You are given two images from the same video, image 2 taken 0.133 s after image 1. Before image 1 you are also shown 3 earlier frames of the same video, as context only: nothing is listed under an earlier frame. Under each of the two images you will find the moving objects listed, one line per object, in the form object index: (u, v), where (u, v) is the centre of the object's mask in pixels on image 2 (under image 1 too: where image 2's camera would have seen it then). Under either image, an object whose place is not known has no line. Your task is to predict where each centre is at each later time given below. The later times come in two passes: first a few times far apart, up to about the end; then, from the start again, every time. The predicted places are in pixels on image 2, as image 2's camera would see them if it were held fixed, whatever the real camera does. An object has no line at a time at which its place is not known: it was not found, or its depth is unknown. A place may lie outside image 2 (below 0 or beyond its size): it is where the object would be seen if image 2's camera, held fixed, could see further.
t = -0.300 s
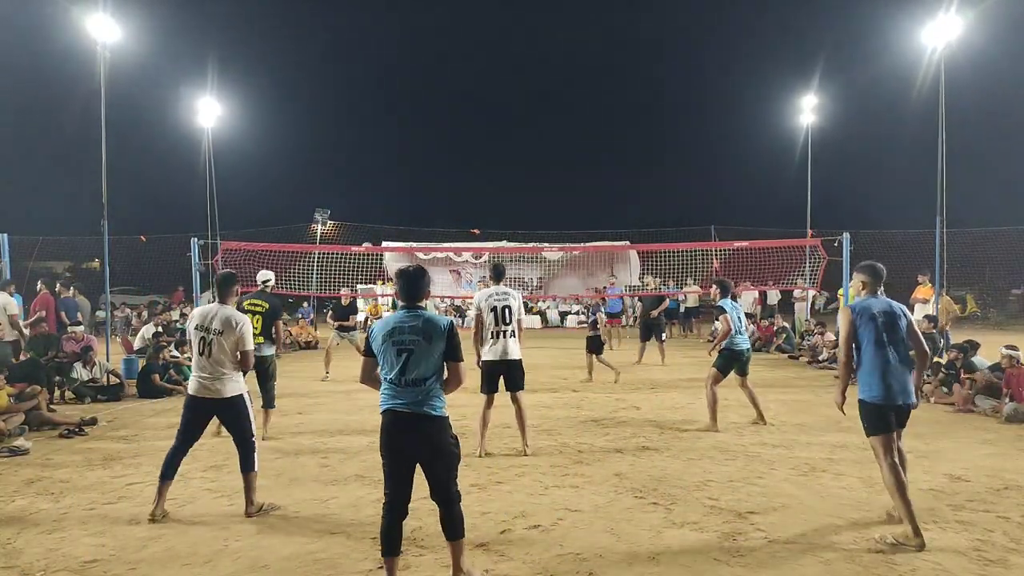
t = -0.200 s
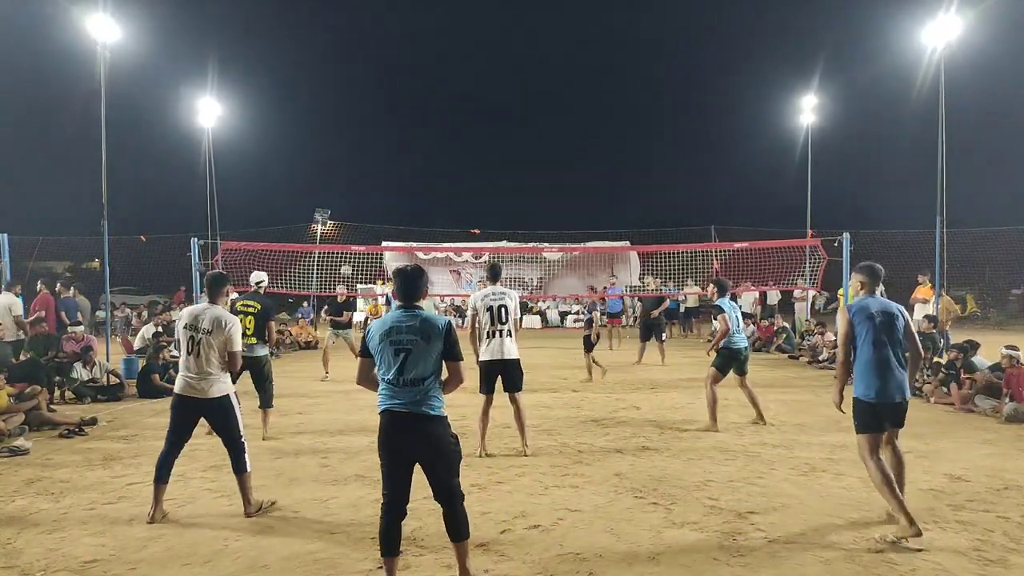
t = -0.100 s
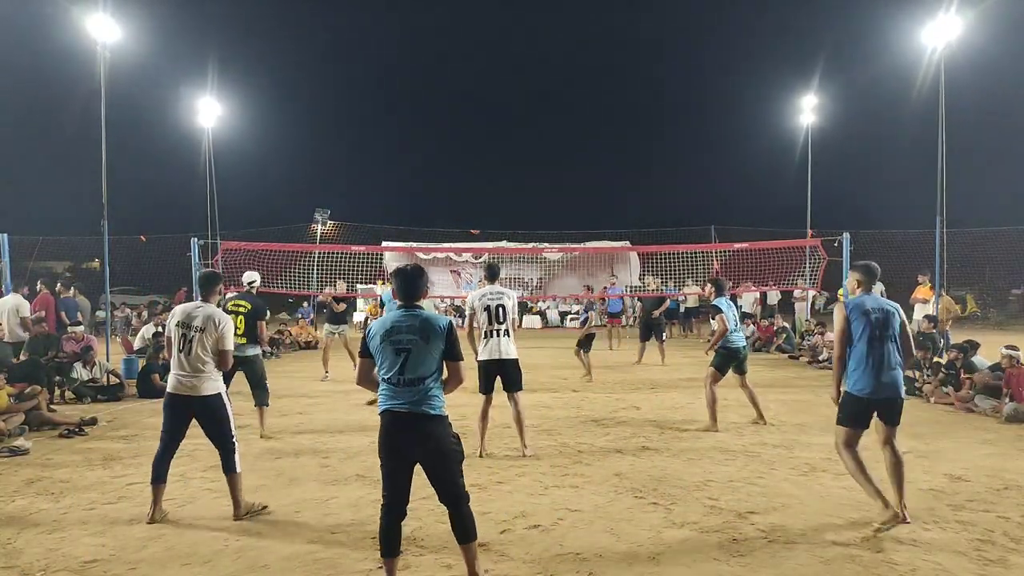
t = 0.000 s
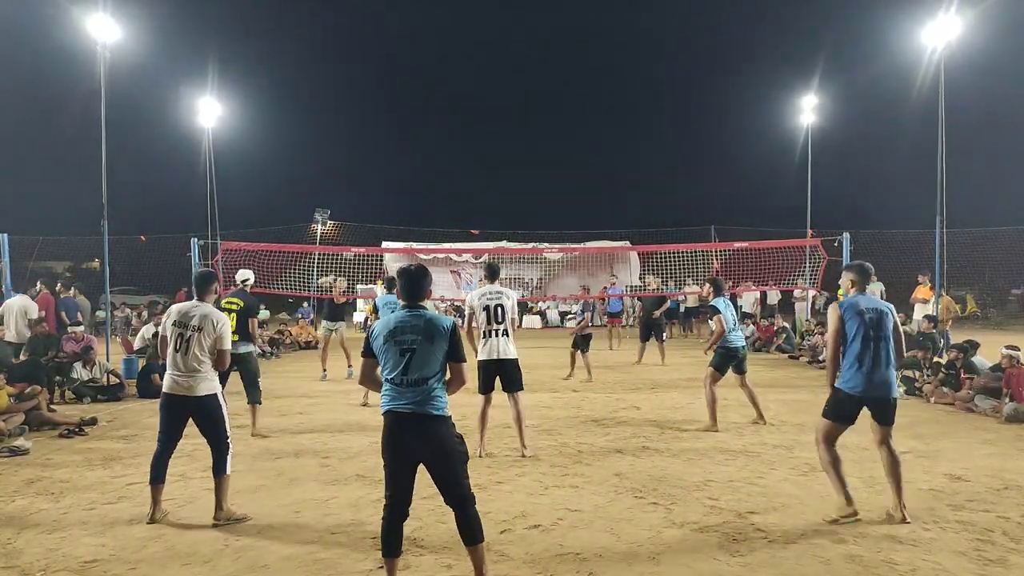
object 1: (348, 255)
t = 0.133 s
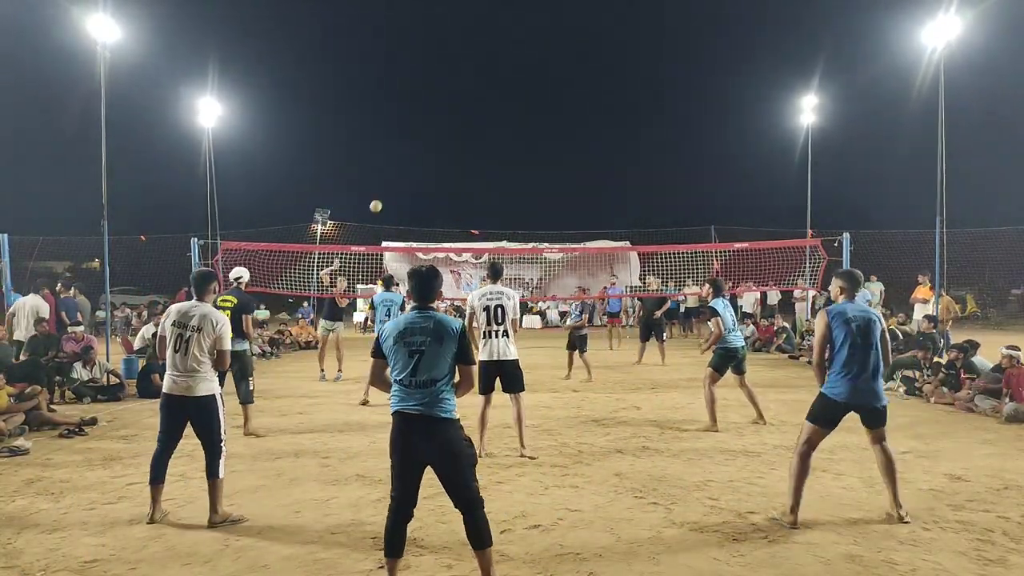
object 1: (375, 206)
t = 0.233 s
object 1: (397, 176)
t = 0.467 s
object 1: (455, 125)
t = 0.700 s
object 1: (525, 107)
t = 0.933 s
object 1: (610, 133)
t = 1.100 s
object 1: (682, 187)
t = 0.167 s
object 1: (382, 196)
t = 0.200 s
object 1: (390, 186)
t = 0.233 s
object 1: (397, 176)
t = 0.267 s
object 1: (405, 168)
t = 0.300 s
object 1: (413, 159)
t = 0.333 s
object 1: (421, 151)
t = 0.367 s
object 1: (430, 144)
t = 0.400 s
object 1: (438, 137)
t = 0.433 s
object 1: (447, 131)
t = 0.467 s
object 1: (455, 125)
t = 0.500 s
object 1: (465, 121)
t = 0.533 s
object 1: (474, 116)
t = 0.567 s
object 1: (484, 113)
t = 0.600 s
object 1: (494, 110)
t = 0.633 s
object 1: (504, 109)
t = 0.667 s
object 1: (514, 107)
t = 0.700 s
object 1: (525, 107)
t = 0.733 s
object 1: (536, 108)
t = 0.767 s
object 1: (548, 110)
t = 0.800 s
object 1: (560, 112)
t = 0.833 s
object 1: (572, 116)
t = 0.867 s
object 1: (584, 120)
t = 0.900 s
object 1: (597, 126)
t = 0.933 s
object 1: (610, 133)
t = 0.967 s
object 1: (623, 142)
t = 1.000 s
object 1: (637, 151)
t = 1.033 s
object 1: (652, 162)
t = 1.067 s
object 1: (667, 174)
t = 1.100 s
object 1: (682, 187)
